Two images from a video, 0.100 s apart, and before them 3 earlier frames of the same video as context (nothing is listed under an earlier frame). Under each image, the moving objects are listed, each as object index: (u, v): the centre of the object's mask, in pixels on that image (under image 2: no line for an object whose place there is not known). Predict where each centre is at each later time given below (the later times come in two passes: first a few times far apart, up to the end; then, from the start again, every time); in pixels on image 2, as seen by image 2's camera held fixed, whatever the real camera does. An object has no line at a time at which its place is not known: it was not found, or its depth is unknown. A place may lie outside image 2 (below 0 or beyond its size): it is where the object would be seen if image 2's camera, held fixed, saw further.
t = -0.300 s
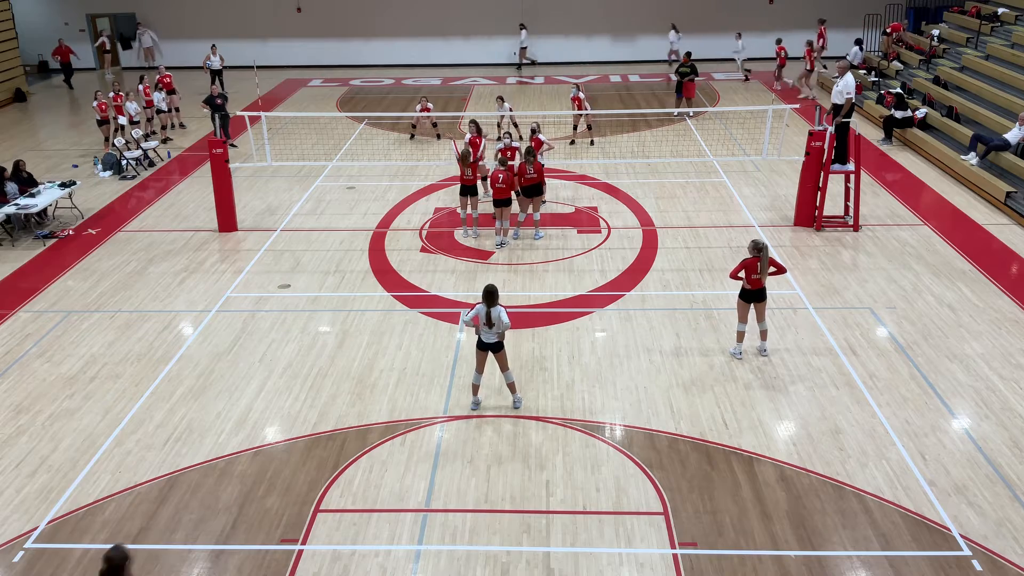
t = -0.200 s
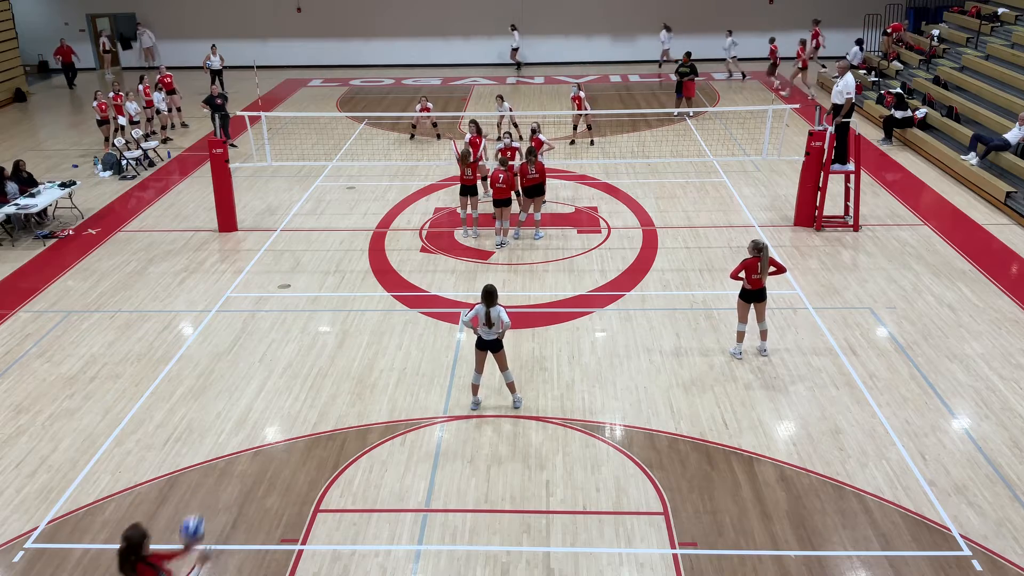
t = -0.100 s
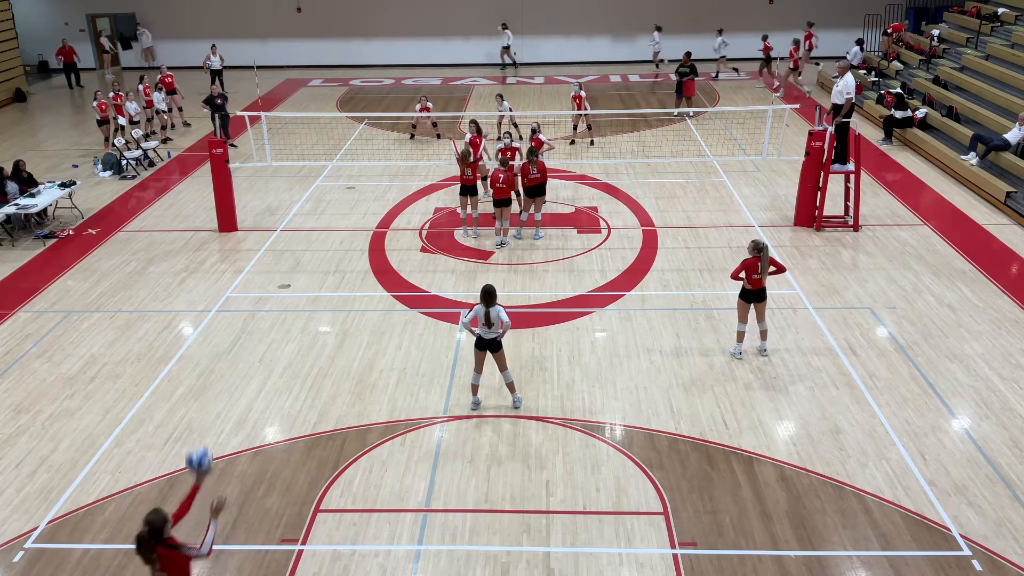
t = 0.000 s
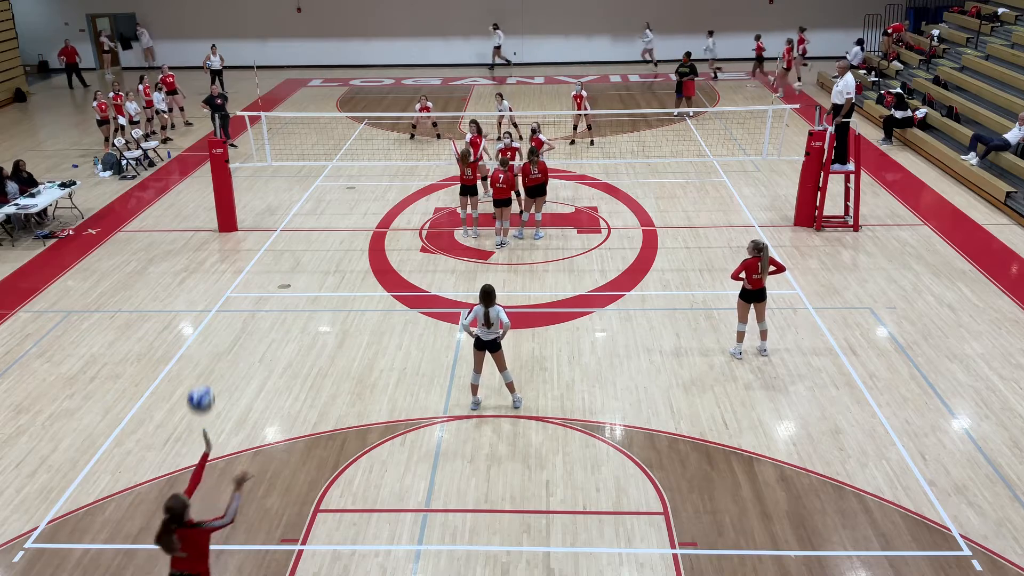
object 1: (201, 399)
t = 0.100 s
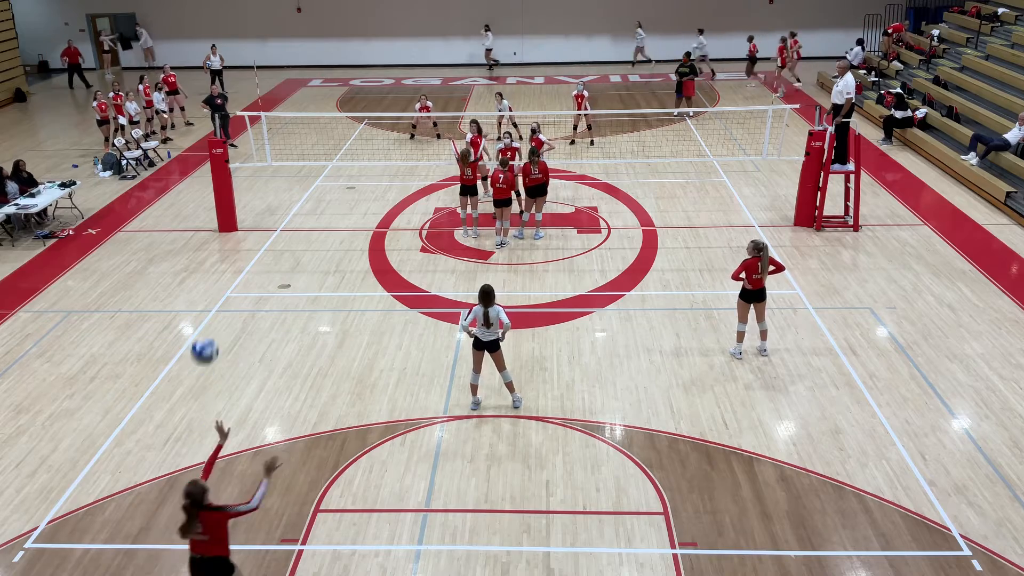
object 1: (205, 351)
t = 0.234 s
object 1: (212, 303)
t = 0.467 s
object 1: (233, 271)
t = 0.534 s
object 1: (240, 272)
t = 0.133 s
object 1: (206, 337)
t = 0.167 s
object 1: (208, 324)
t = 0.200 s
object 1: (210, 314)
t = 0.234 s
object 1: (212, 303)
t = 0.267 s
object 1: (215, 295)
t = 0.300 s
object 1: (218, 288)
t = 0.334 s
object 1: (220, 282)
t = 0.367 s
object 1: (223, 277)
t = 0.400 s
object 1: (226, 274)
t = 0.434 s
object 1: (230, 271)
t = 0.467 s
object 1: (233, 271)
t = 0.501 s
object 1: (237, 271)
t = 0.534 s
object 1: (240, 272)
